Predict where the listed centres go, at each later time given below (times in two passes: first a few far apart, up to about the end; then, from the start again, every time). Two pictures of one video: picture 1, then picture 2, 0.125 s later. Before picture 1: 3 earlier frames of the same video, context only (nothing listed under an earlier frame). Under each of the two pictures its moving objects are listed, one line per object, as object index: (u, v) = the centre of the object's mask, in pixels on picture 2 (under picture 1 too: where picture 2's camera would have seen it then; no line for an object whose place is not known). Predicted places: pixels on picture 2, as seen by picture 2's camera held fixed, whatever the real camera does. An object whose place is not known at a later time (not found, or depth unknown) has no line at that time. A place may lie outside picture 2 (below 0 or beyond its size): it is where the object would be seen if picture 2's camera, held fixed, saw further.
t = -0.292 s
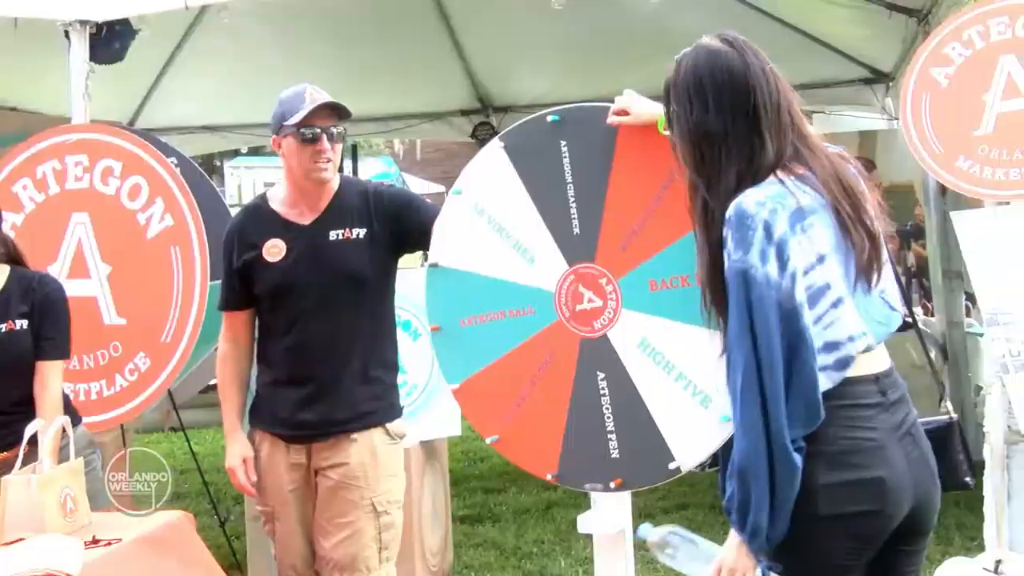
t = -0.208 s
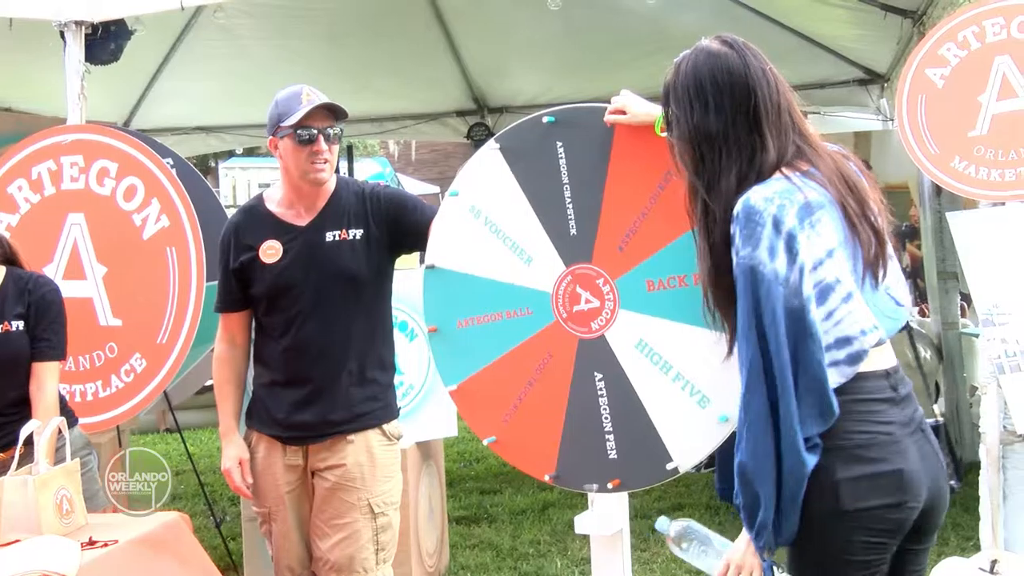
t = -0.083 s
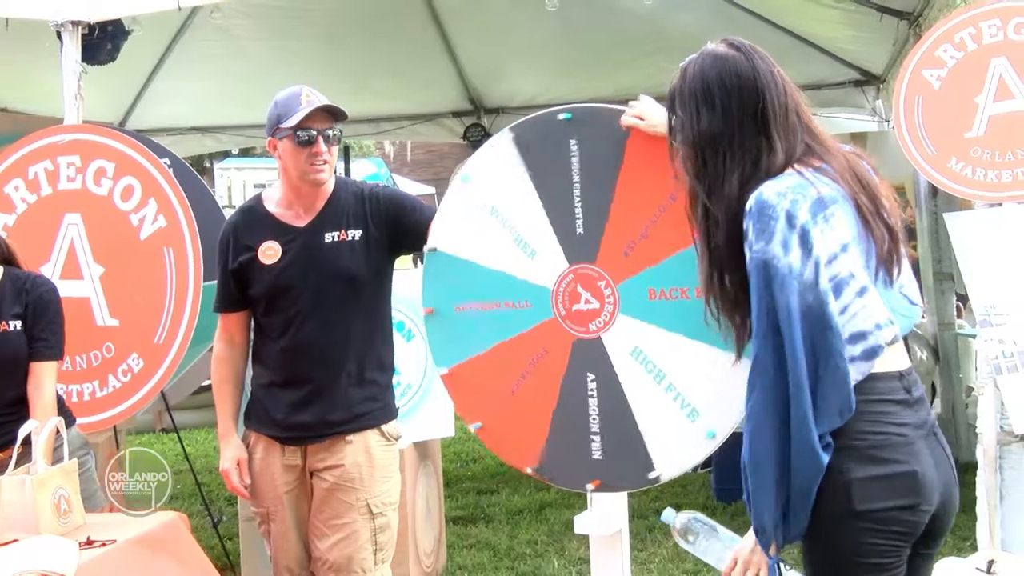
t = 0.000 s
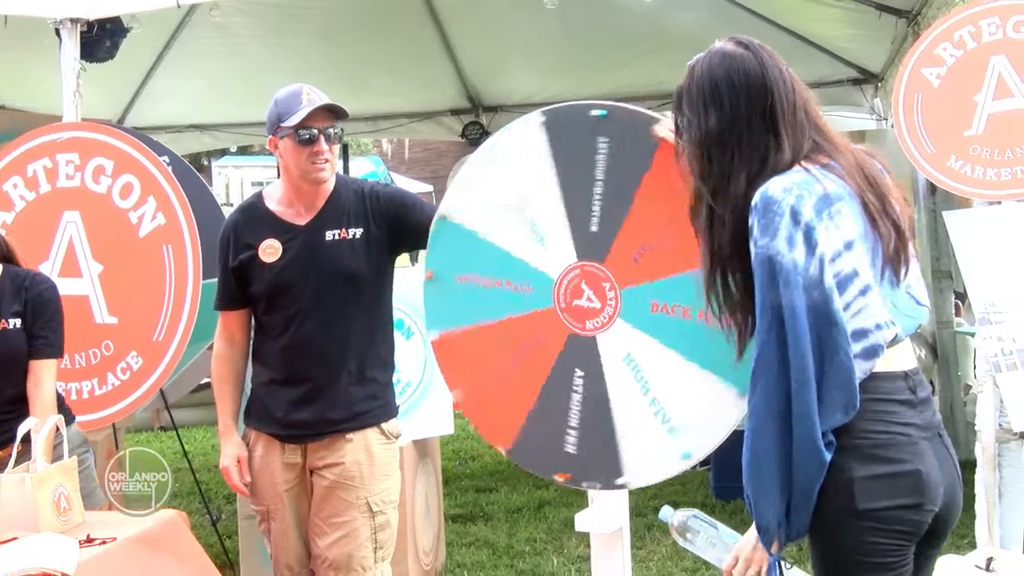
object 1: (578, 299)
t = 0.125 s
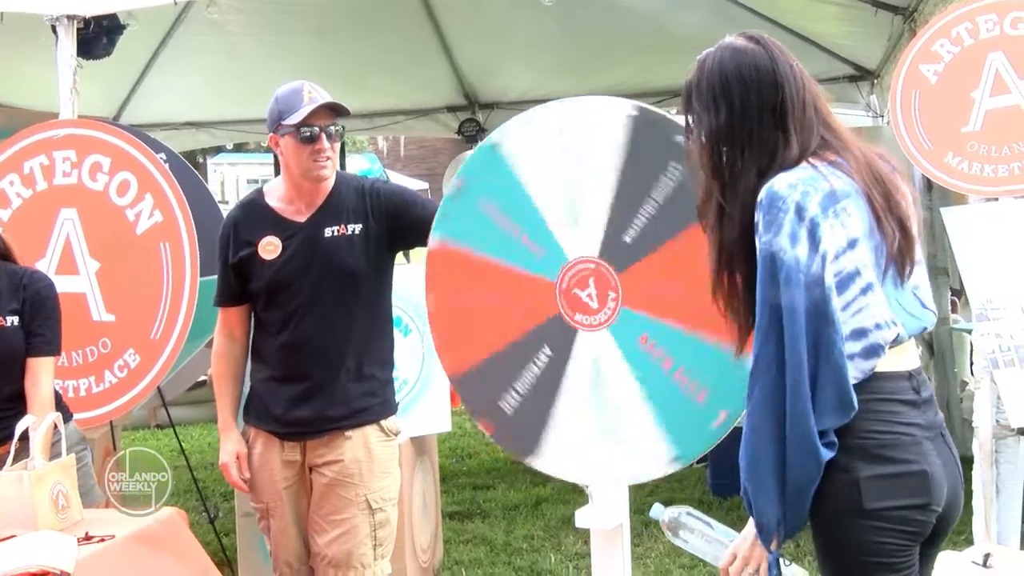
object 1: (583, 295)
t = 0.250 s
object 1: (588, 293)
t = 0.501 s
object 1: (595, 293)
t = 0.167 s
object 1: (585, 294)
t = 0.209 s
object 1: (586, 294)
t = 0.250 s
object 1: (588, 293)
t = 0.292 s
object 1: (590, 293)
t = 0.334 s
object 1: (591, 293)
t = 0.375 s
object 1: (593, 293)
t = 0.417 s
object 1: (594, 293)
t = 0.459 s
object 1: (594, 293)
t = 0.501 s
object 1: (595, 293)
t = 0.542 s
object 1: (596, 293)
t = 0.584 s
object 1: (594, 295)
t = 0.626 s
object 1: (595, 296)
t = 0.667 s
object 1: (595, 296)
